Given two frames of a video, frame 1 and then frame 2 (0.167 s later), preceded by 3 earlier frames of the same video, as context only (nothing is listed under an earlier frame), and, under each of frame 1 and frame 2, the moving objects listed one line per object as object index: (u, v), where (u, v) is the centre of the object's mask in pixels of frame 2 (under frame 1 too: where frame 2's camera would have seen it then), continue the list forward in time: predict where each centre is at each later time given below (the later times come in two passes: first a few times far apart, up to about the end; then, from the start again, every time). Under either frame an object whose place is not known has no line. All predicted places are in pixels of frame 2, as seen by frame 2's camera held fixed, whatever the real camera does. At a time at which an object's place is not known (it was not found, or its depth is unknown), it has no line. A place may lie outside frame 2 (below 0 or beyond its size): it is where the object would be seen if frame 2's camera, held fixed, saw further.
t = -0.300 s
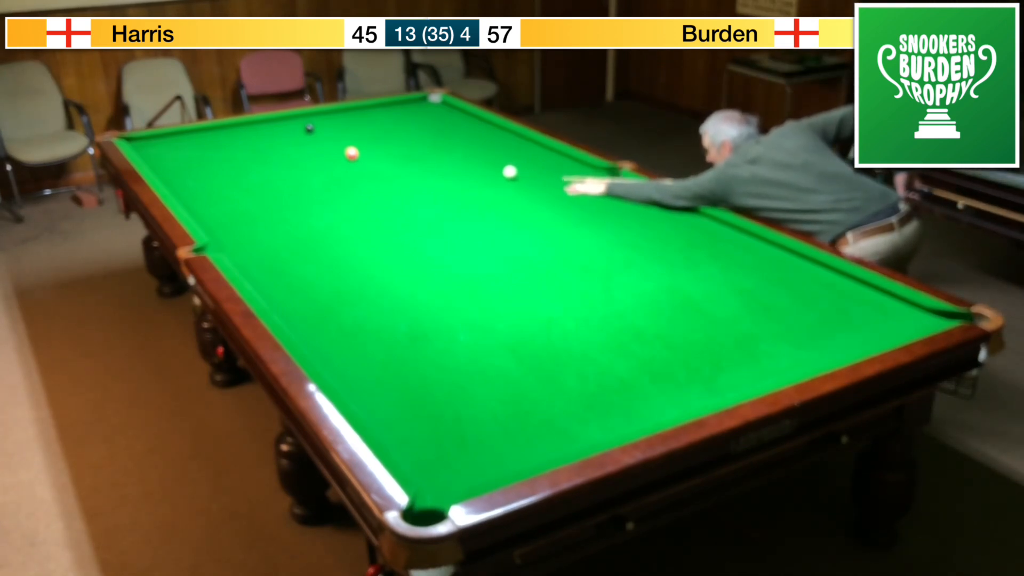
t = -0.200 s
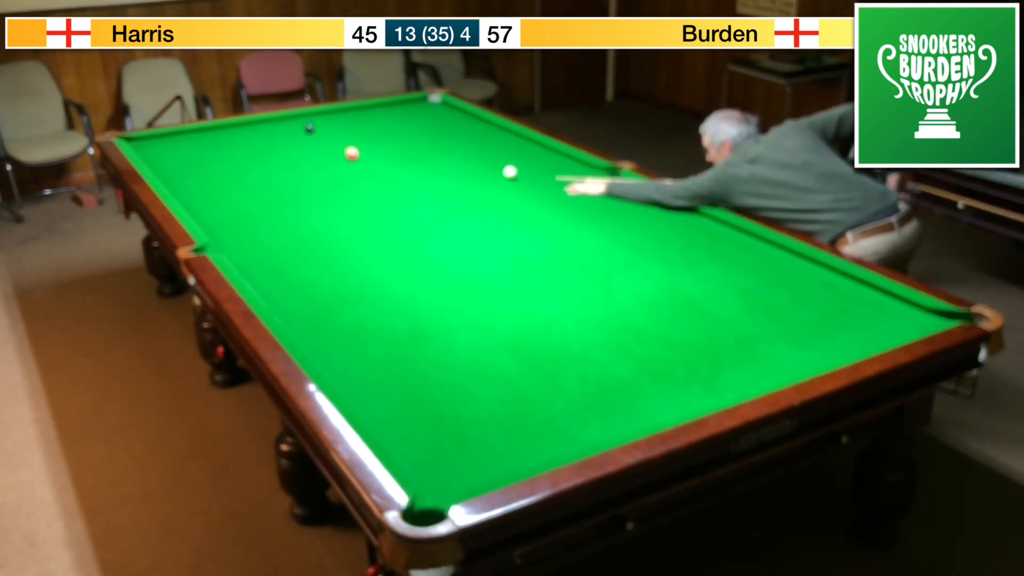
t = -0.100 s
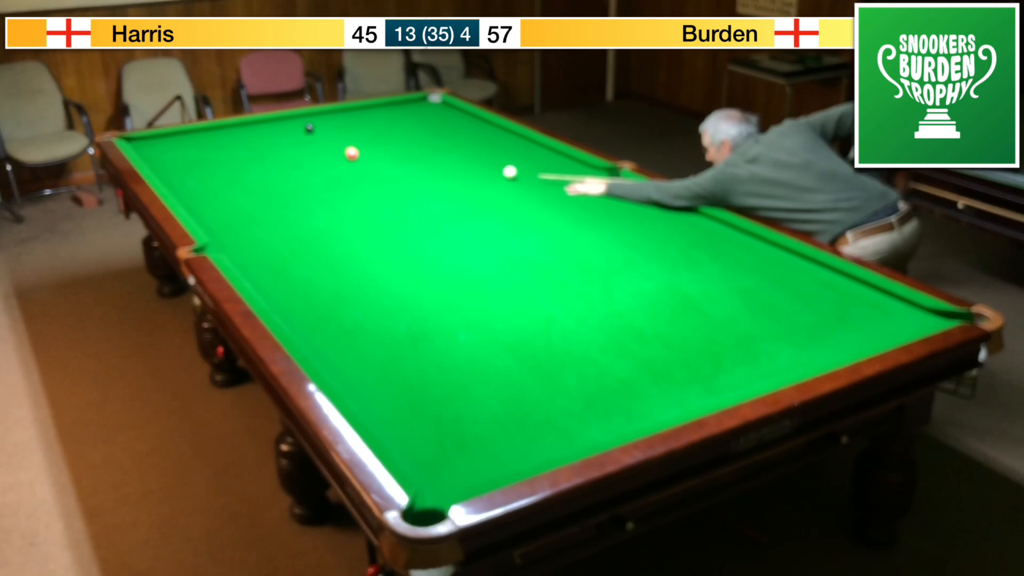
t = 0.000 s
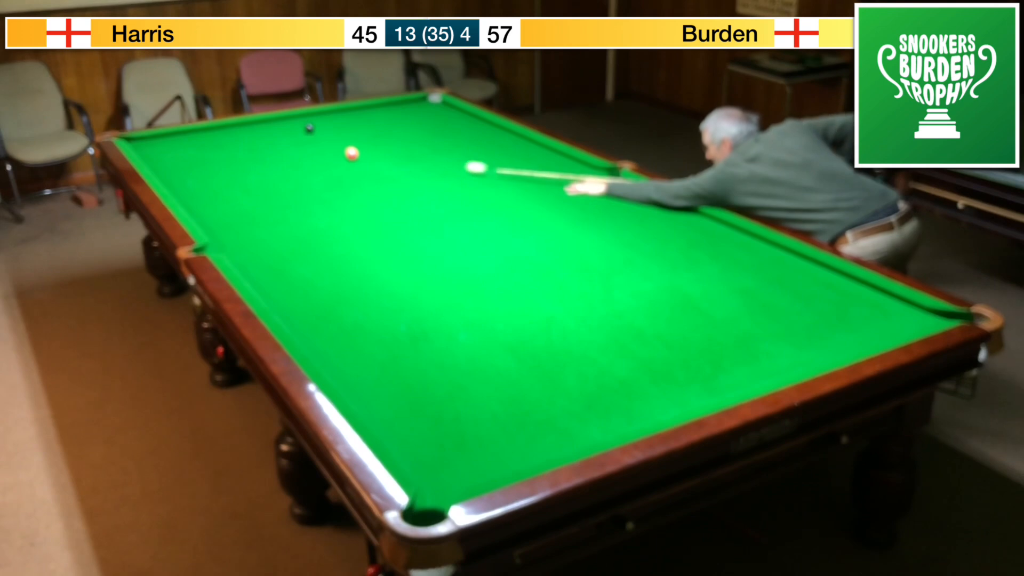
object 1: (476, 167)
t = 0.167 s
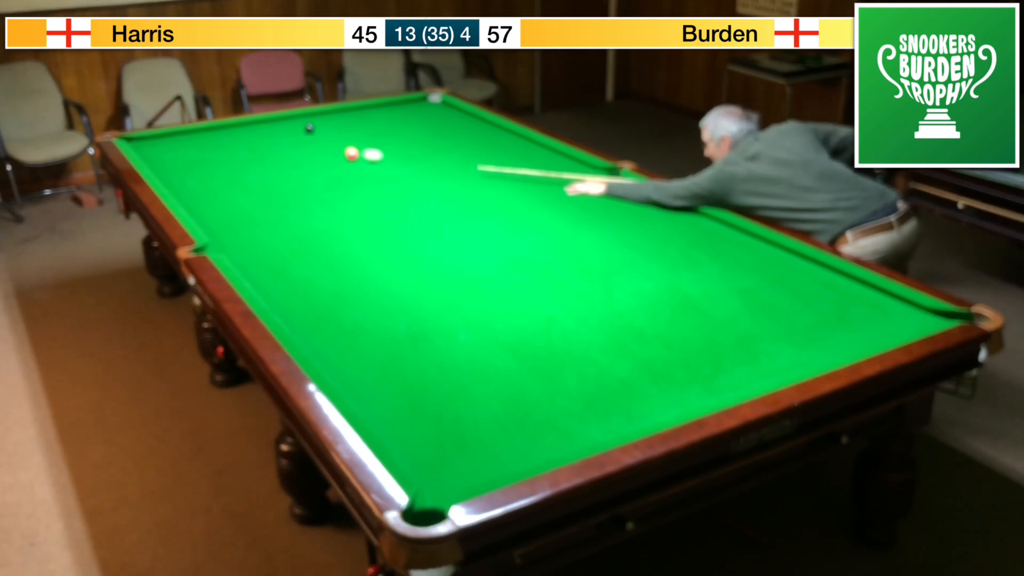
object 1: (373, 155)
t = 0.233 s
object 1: (362, 152)
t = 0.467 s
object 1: (354, 144)
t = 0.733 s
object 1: (337, 136)
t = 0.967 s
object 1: (324, 130)
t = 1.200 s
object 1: (320, 125)
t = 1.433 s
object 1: (323, 121)
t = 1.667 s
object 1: (325, 117)
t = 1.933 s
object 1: (327, 114)
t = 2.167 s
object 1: (328, 111)
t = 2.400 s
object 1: (332, 111)
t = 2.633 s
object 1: (337, 111)
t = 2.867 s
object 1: (341, 112)
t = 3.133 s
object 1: (344, 112)
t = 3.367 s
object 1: (345, 113)
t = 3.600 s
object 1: (346, 113)
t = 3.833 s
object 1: (346, 113)
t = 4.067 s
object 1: (346, 113)
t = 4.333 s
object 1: (346, 113)
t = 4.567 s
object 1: (346, 113)
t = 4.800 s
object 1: (346, 113)
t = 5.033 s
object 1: (346, 113)
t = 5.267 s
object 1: (346, 113)
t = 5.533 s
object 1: (346, 113)
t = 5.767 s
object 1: (346, 113)
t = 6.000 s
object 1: (346, 113)
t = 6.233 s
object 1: (346, 113)
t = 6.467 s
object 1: (346, 113)
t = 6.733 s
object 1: (346, 113)
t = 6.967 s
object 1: (346, 113)
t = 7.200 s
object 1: (346, 113)
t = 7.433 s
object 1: (346, 113)
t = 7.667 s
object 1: (346, 113)
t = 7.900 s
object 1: (346, 113)
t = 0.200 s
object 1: (362, 152)
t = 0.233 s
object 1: (362, 152)
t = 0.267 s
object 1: (363, 151)
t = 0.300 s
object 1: (363, 150)
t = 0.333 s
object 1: (361, 148)
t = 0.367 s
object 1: (360, 148)
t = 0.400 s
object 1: (358, 146)
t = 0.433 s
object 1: (356, 145)
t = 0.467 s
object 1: (354, 144)
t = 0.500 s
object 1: (352, 143)
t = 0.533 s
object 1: (349, 142)
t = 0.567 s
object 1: (347, 141)
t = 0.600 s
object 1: (345, 140)
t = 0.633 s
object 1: (343, 139)
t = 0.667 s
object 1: (341, 138)
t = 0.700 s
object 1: (339, 137)
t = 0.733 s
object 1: (337, 136)
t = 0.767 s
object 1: (335, 135)
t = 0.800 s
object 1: (333, 134)
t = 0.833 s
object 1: (331, 134)
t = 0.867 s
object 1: (329, 133)
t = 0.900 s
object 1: (327, 132)
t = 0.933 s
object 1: (326, 131)
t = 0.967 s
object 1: (324, 130)
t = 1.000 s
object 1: (322, 129)
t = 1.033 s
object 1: (320, 128)
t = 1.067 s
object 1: (319, 128)
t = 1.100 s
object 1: (319, 127)
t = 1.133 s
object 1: (320, 126)
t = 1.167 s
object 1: (320, 126)
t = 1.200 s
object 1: (320, 125)
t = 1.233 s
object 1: (321, 125)
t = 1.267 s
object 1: (321, 124)
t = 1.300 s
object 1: (321, 123)
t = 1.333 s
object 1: (322, 123)
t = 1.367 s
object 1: (322, 122)
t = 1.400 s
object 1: (323, 121)
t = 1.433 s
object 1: (323, 121)
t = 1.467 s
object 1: (323, 120)
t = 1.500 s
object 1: (323, 120)
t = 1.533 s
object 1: (324, 119)
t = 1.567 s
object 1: (324, 119)
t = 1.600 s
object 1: (324, 118)
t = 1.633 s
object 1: (324, 118)
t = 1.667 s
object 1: (325, 117)
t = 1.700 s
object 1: (325, 117)
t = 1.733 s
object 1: (325, 117)
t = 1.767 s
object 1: (326, 116)
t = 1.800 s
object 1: (326, 116)
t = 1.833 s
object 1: (326, 115)
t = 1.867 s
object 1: (326, 115)
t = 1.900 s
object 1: (327, 114)
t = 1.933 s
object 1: (327, 114)
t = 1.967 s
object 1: (327, 113)
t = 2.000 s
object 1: (327, 113)
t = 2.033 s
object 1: (327, 113)
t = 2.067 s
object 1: (328, 112)
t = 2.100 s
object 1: (328, 112)
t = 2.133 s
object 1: (328, 111)
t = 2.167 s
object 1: (328, 111)
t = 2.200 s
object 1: (328, 111)
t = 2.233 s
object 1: (329, 110)
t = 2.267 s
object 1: (329, 110)
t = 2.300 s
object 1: (330, 110)
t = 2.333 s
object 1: (331, 111)
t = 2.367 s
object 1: (332, 111)
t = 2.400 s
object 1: (332, 111)
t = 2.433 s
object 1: (333, 111)
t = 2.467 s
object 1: (334, 111)
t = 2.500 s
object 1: (335, 111)
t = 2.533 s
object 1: (335, 111)
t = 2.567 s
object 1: (336, 111)
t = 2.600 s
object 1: (337, 111)
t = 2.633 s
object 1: (337, 111)
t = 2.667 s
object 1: (338, 111)
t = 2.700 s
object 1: (338, 112)
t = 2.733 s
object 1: (339, 112)
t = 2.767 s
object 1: (339, 112)
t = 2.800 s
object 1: (340, 112)
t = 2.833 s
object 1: (341, 112)
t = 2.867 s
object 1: (341, 112)
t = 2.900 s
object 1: (341, 112)
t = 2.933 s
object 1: (342, 112)
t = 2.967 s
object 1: (342, 112)
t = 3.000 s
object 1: (342, 112)
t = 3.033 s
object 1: (343, 112)
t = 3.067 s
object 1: (343, 112)
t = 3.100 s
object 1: (343, 112)
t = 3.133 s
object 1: (344, 112)
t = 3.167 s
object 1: (344, 112)
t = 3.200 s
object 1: (344, 112)
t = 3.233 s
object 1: (345, 112)
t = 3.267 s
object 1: (345, 113)
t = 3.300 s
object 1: (345, 112)
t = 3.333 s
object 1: (345, 112)
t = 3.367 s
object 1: (345, 113)
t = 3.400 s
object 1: (346, 113)
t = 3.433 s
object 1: (346, 113)
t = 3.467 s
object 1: (346, 113)
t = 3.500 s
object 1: (346, 113)
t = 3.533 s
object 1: (346, 113)
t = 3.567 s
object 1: (346, 113)
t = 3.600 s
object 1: (346, 113)
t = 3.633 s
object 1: (346, 113)
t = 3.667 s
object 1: (346, 113)
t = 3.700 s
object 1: (346, 113)
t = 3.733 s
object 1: (346, 113)
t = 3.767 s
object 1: (346, 113)
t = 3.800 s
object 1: (346, 113)
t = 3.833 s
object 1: (346, 113)
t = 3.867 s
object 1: (346, 113)
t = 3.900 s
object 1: (346, 113)
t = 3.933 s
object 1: (346, 113)
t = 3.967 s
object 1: (346, 113)
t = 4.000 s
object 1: (346, 113)
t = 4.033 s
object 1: (346, 113)
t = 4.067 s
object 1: (346, 113)
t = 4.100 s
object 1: (346, 113)
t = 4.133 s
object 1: (346, 113)
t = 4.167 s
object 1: (346, 113)
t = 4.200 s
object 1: (346, 113)
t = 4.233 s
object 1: (346, 113)
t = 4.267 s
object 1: (346, 113)
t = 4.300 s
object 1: (346, 113)
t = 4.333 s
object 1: (346, 113)
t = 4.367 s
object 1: (346, 113)
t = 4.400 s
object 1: (346, 113)
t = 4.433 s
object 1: (346, 113)
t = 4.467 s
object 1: (346, 113)
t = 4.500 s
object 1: (346, 113)
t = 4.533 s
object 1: (346, 113)
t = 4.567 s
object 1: (346, 113)
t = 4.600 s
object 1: (346, 113)
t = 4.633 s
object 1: (346, 113)
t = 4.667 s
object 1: (346, 113)
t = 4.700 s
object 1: (346, 113)
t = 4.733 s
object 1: (346, 113)
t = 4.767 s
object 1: (346, 113)
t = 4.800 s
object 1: (346, 113)
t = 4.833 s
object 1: (346, 113)
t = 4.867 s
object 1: (346, 113)
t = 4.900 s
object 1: (346, 113)
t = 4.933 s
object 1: (346, 113)
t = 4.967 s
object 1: (346, 113)
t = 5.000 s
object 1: (346, 113)
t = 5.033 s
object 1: (346, 113)
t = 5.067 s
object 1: (346, 113)
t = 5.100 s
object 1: (346, 113)
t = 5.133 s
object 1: (346, 113)
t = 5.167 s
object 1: (346, 113)
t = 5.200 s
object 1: (346, 113)
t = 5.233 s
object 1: (346, 113)
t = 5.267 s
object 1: (346, 113)
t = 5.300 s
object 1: (346, 113)
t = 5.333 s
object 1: (346, 113)
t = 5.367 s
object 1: (346, 113)
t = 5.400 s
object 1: (346, 113)
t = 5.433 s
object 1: (346, 113)
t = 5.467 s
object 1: (346, 113)
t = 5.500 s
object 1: (346, 113)
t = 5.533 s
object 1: (346, 113)
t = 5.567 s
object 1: (346, 113)
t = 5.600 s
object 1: (346, 113)
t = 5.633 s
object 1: (346, 113)
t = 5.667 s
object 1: (346, 113)
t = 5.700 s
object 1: (346, 113)
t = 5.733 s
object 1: (346, 113)
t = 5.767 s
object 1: (346, 113)
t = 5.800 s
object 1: (346, 113)
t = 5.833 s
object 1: (346, 113)
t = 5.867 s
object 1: (346, 113)
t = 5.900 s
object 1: (346, 113)
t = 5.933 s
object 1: (346, 113)
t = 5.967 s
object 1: (346, 113)
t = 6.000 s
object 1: (346, 113)
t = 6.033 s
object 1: (346, 113)
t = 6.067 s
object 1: (346, 113)
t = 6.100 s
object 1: (346, 113)
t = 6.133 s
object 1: (346, 113)
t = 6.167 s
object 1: (346, 113)
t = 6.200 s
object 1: (346, 113)
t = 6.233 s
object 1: (346, 113)
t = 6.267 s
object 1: (346, 113)
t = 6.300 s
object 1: (346, 113)
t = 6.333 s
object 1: (346, 113)
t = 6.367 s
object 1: (346, 113)
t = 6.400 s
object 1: (346, 113)
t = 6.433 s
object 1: (346, 113)
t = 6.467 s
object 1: (346, 113)
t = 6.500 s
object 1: (346, 113)
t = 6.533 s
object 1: (346, 113)
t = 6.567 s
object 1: (346, 113)
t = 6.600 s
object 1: (346, 113)
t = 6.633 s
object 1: (346, 113)
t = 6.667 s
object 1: (346, 113)
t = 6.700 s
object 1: (346, 113)
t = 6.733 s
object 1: (346, 113)
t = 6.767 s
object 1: (346, 113)
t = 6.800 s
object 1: (346, 113)
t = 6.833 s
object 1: (346, 113)
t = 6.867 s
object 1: (346, 113)
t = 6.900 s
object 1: (346, 113)
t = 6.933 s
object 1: (346, 113)
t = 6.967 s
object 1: (346, 113)
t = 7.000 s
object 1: (346, 113)
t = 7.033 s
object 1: (346, 113)
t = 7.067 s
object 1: (346, 113)
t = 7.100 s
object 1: (346, 113)
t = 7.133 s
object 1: (346, 113)
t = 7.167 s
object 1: (346, 113)
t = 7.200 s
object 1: (346, 113)
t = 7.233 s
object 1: (346, 113)
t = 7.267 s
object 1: (346, 113)
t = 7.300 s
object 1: (346, 113)
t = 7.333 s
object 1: (346, 113)
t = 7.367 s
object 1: (346, 113)
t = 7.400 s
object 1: (346, 113)
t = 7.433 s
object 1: (346, 113)
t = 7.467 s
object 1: (346, 113)
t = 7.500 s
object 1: (346, 112)
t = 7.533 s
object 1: (346, 113)
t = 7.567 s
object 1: (346, 113)
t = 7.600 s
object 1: (346, 113)
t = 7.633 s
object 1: (346, 113)
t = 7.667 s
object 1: (346, 113)
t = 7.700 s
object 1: (346, 113)
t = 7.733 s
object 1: (346, 113)
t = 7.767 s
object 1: (346, 112)
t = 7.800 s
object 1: (346, 113)
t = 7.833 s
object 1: (346, 113)
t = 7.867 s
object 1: (346, 113)
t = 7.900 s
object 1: (346, 113)
